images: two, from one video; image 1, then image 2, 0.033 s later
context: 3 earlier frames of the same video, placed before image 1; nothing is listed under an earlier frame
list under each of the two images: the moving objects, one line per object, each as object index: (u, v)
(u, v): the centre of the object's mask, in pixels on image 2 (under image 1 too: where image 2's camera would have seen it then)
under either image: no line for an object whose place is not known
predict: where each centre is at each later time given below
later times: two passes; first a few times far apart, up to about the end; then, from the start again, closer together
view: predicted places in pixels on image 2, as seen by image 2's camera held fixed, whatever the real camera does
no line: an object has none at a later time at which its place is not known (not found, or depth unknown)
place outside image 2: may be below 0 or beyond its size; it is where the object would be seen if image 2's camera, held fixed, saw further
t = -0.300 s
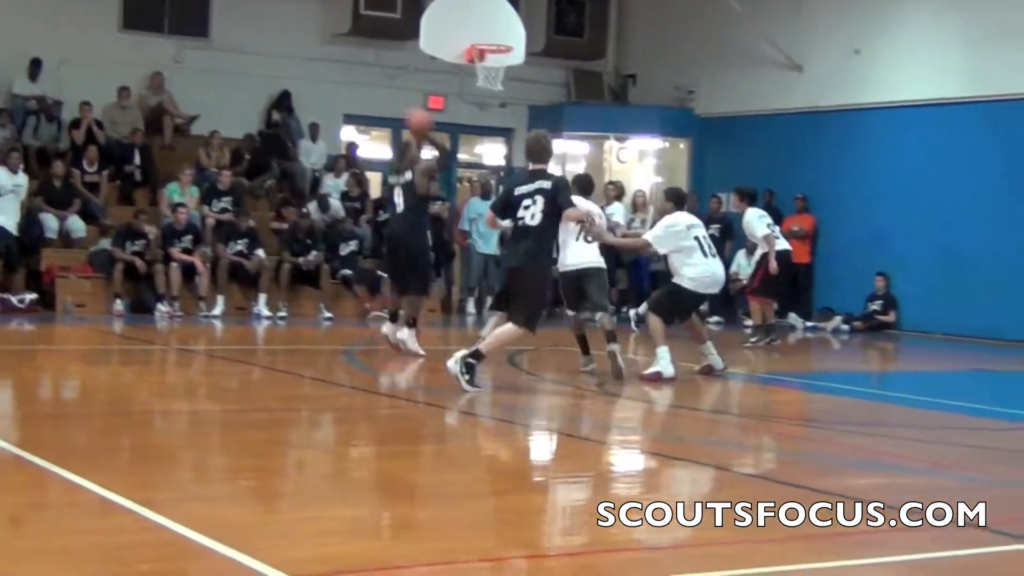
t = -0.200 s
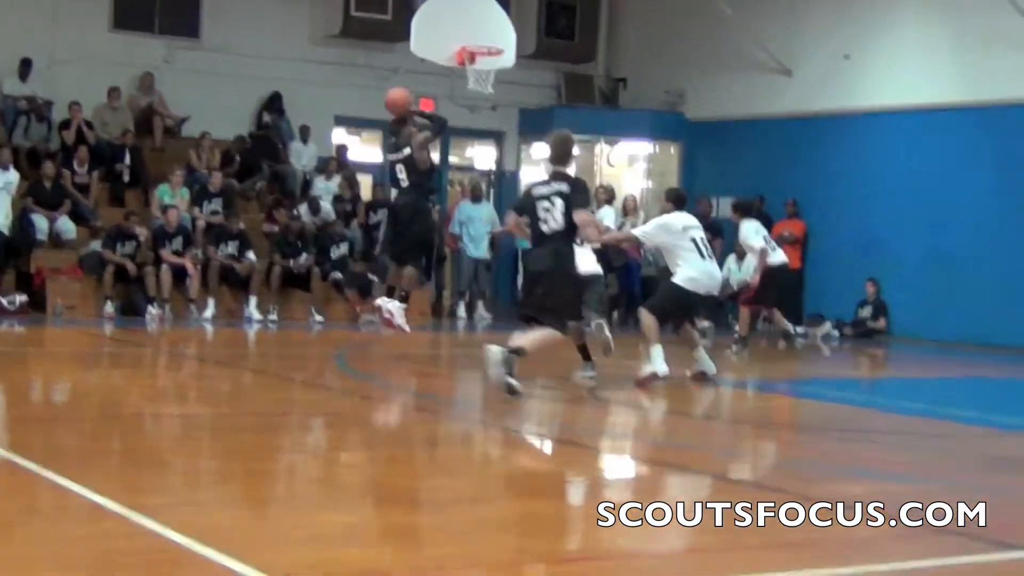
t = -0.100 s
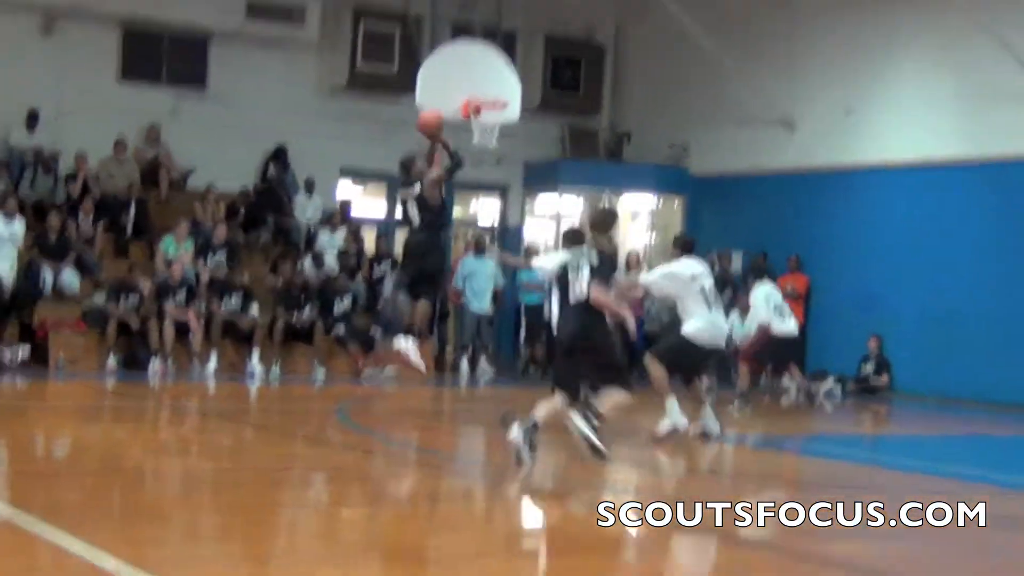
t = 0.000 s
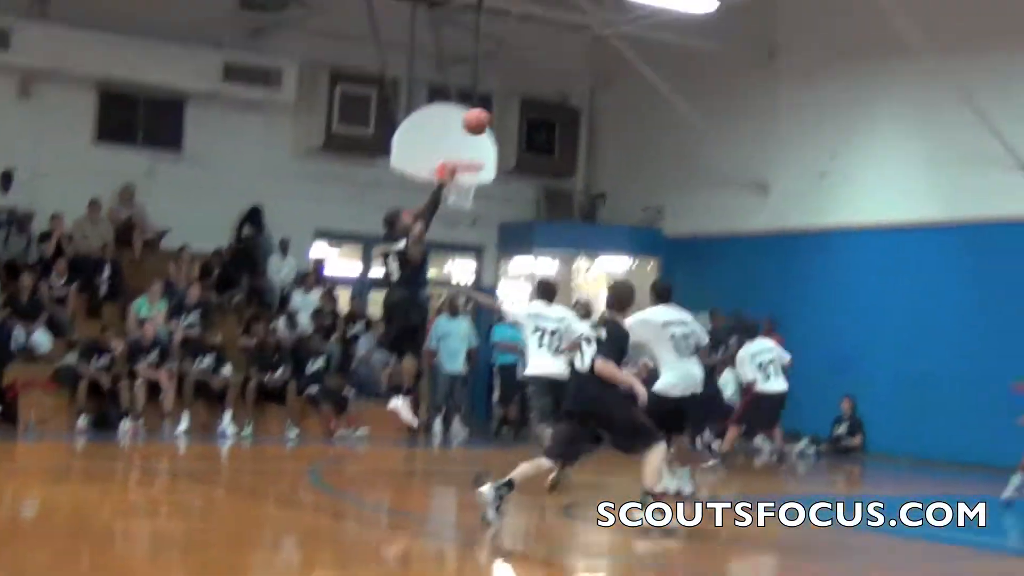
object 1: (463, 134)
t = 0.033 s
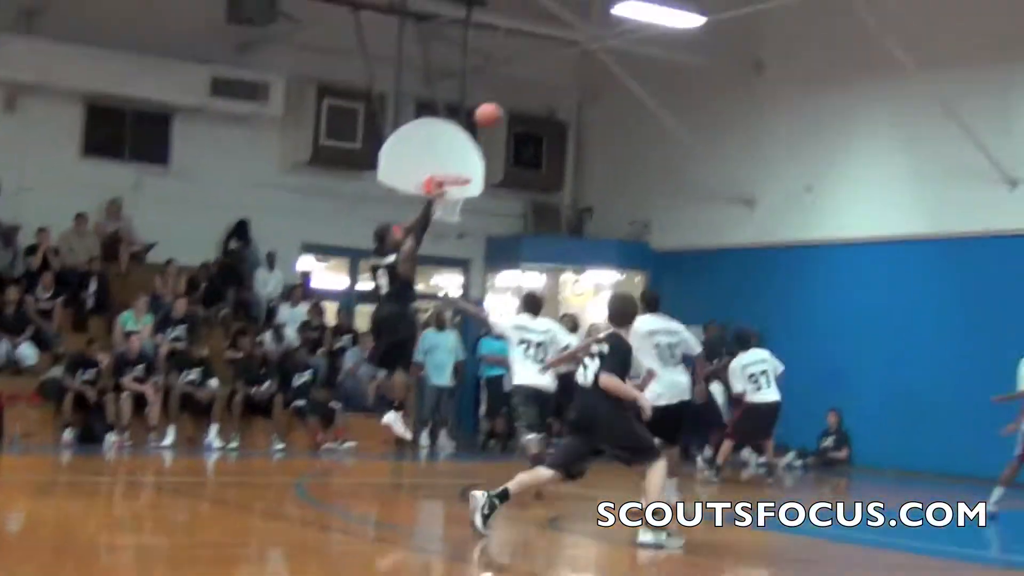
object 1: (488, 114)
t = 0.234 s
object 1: (637, 30)
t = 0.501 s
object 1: (833, -24)
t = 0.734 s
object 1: (993, -1)
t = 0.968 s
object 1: (1147, 87)
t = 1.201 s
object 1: (1191, 179)
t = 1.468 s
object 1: (1208, 235)
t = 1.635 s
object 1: (1213, 298)
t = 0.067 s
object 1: (513, 97)
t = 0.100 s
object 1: (539, 79)
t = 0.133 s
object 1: (564, 63)
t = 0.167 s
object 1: (588, 50)
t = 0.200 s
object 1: (613, 37)
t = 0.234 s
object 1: (637, 30)
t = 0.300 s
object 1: (693, 5)
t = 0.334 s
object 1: (716, 0)
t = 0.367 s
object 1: (740, -8)
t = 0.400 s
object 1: (764, -14)
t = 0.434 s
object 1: (787, -19)
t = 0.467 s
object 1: (809, -22)
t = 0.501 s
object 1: (833, -24)
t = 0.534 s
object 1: (856, -24)
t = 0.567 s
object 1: (879, -23)
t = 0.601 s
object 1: (902, -21)
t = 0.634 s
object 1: (925, -17)
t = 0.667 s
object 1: (947, -12)
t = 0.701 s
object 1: (970, -7)
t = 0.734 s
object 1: (993, -1)
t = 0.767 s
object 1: (1015, 7)
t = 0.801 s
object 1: (1037, 17)
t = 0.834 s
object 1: (1059, 28)
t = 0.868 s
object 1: (1080, 41)
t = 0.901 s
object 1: (1102, 54)
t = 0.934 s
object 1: (1124, 69)
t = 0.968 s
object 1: (1147, 87)
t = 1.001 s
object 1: (1170, 102)
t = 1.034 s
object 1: (1192, 121)
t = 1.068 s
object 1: (1208, 138)
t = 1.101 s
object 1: (1202, 149)
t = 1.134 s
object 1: (1197, 161)
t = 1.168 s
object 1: (1192, 173)
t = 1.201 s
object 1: (1191, 179)
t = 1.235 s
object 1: (1191, 186)
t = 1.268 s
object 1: (1194, 193)
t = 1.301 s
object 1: (1198, 200)
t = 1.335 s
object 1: (1201, 210)
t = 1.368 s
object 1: (1203, 214)
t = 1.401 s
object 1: (1205, 218)
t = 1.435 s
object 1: (1206, 227)
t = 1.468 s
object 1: (1208, 235)
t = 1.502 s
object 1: (1209, 244)
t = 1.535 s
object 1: (1210, 256)
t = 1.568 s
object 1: (1212, 268)
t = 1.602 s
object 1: (1212, 282)
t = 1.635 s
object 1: (1213, 298)
